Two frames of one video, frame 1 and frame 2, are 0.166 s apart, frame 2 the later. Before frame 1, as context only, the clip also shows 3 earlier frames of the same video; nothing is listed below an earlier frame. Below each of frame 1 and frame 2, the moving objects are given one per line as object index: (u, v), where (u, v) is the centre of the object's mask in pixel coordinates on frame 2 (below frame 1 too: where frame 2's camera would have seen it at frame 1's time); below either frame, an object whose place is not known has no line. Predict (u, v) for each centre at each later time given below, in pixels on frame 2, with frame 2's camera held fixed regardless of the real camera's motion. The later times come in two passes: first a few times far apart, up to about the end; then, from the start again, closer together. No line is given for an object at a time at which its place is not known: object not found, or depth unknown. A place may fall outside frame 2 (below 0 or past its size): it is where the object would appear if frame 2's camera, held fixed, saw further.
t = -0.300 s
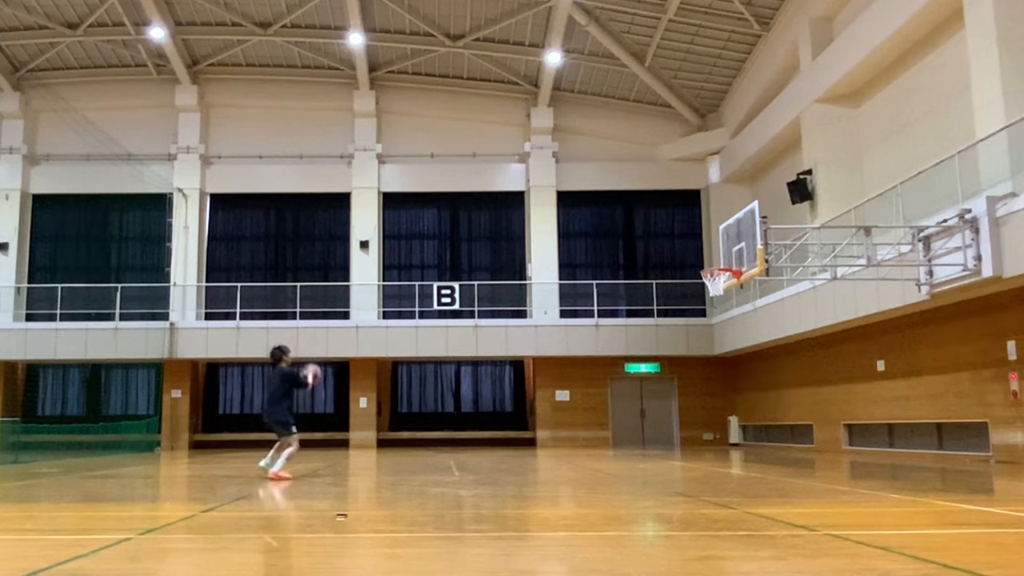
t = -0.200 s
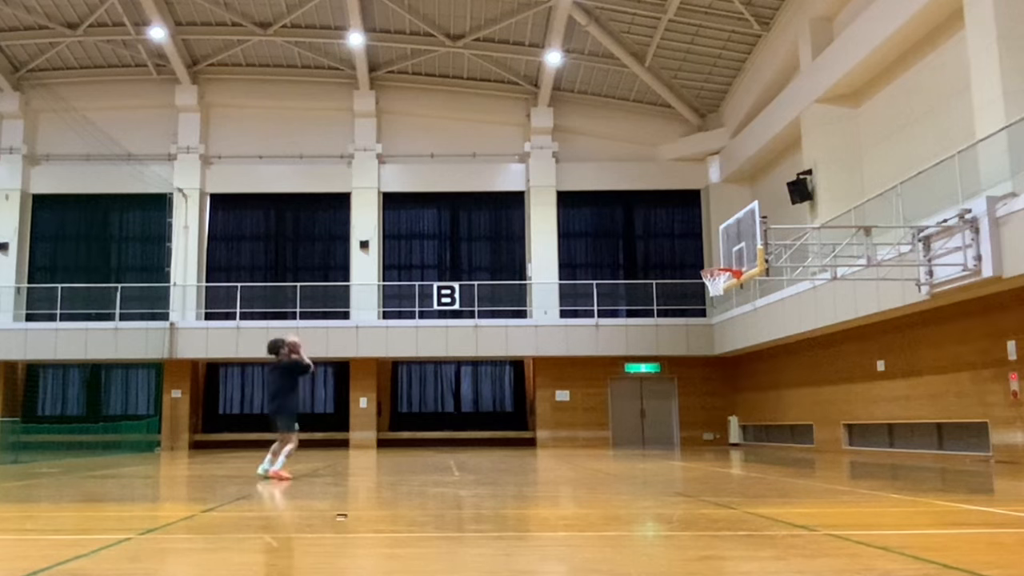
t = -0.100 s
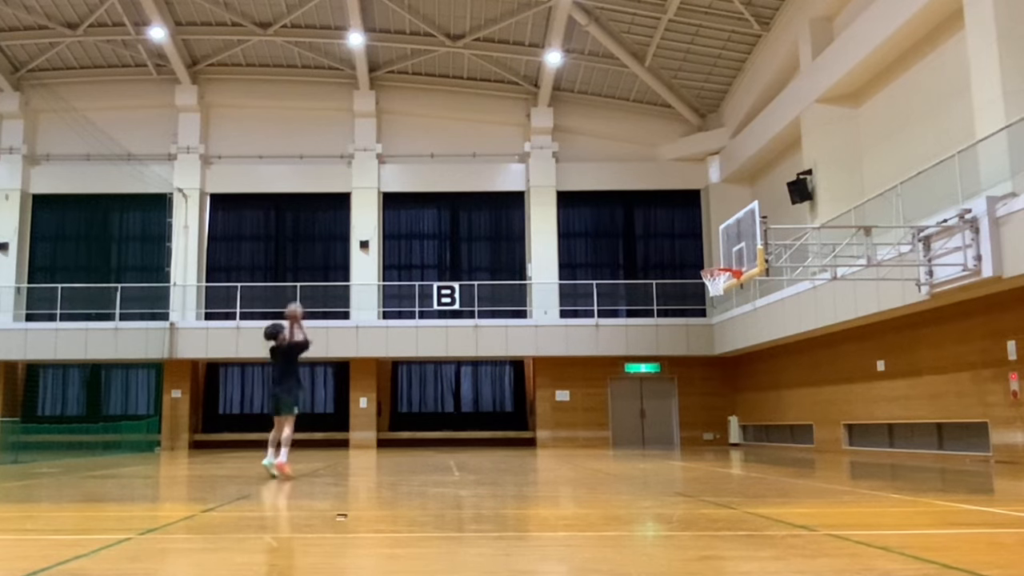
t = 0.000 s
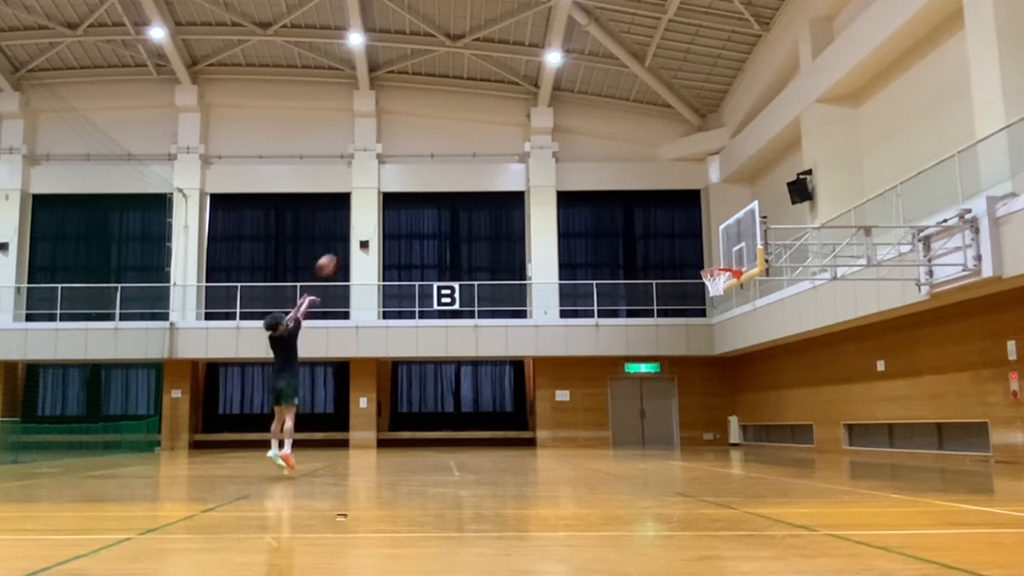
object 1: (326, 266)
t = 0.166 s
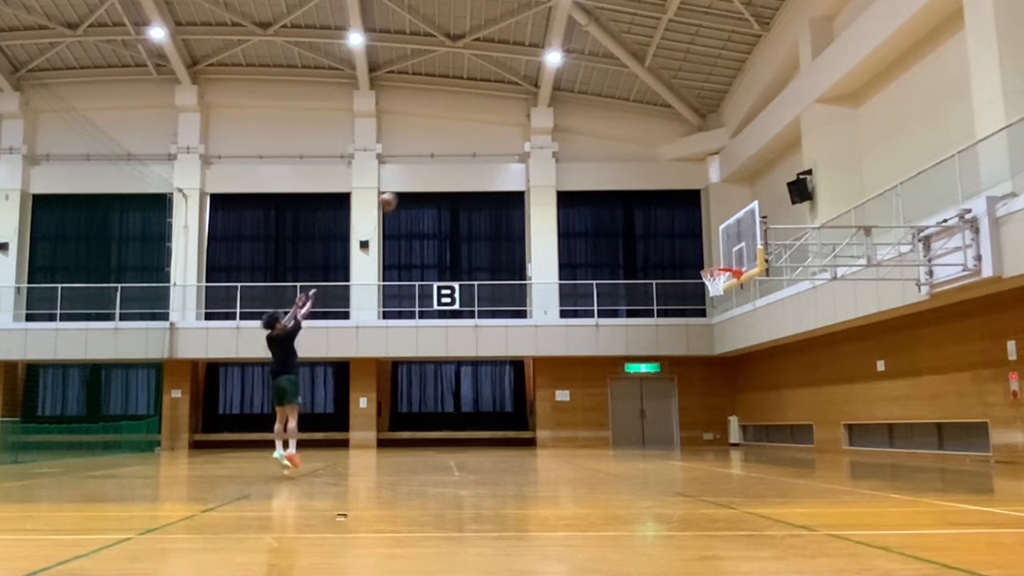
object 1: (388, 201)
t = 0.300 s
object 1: (432, 167)
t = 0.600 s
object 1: (524, 136)
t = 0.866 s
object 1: (601, 156)
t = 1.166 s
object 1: (682, 226)
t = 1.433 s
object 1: (731, 289)
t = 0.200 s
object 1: (398, 194)
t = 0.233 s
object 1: (410, 183)
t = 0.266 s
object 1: (421, 175)
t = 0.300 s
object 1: (432, 167)
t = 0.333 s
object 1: (443, 161)
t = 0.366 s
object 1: (453, 155)
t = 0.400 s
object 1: (465, 151)
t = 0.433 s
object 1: (475, 146)
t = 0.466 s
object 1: (485, 143)
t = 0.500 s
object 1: (495, 140)
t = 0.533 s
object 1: (505, 138)
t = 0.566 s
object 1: (515, 137)
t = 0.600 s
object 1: (524, 136)
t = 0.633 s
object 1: (535, 137)
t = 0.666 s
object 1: (545, 137)
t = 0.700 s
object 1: (554, 139)
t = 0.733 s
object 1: (563, 141)
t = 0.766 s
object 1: (573, 144)
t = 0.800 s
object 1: (582, 147)
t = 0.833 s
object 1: (591, 151)
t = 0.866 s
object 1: (601, 156)
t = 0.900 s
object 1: (610, 161)
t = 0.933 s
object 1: (618, 167)
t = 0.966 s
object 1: (628, 174)
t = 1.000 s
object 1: (637, 181)
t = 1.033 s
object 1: (646, 189)
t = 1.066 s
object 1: (655, 197)
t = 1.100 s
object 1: (664, 206)
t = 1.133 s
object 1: (674, 216)
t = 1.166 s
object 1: (682, 226)
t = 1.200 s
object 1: (691, 237)
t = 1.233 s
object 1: (698, 247)
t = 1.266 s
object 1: (708, 260)
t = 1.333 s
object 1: (727, 281)
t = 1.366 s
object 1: (729, 288)
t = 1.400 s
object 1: (730, 288)
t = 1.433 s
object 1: (731, 289)
